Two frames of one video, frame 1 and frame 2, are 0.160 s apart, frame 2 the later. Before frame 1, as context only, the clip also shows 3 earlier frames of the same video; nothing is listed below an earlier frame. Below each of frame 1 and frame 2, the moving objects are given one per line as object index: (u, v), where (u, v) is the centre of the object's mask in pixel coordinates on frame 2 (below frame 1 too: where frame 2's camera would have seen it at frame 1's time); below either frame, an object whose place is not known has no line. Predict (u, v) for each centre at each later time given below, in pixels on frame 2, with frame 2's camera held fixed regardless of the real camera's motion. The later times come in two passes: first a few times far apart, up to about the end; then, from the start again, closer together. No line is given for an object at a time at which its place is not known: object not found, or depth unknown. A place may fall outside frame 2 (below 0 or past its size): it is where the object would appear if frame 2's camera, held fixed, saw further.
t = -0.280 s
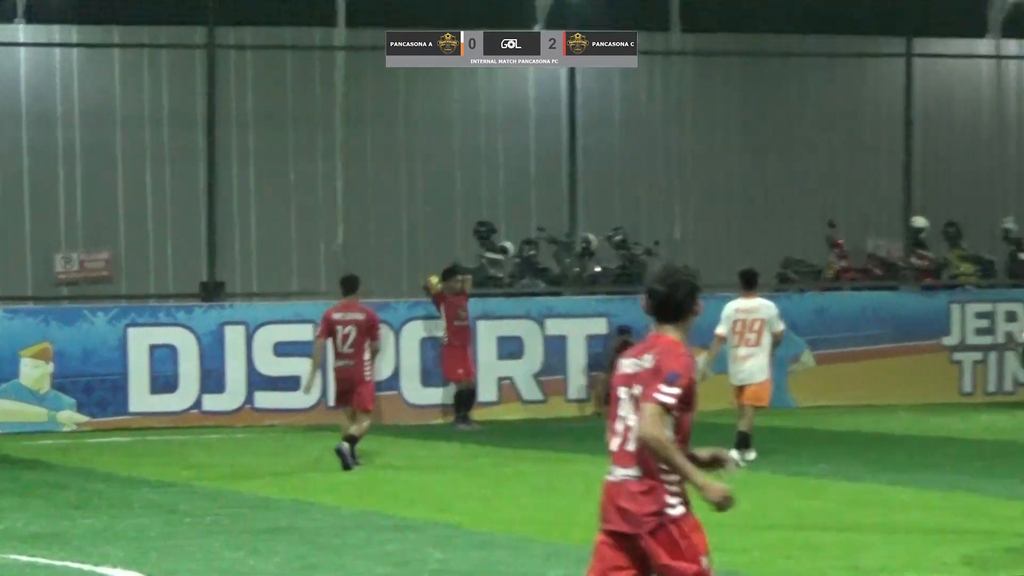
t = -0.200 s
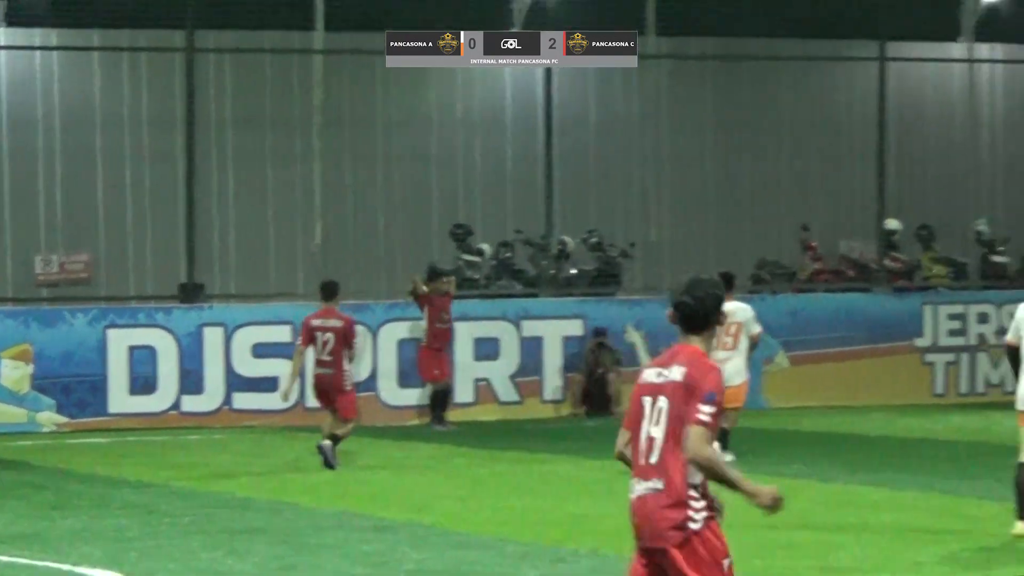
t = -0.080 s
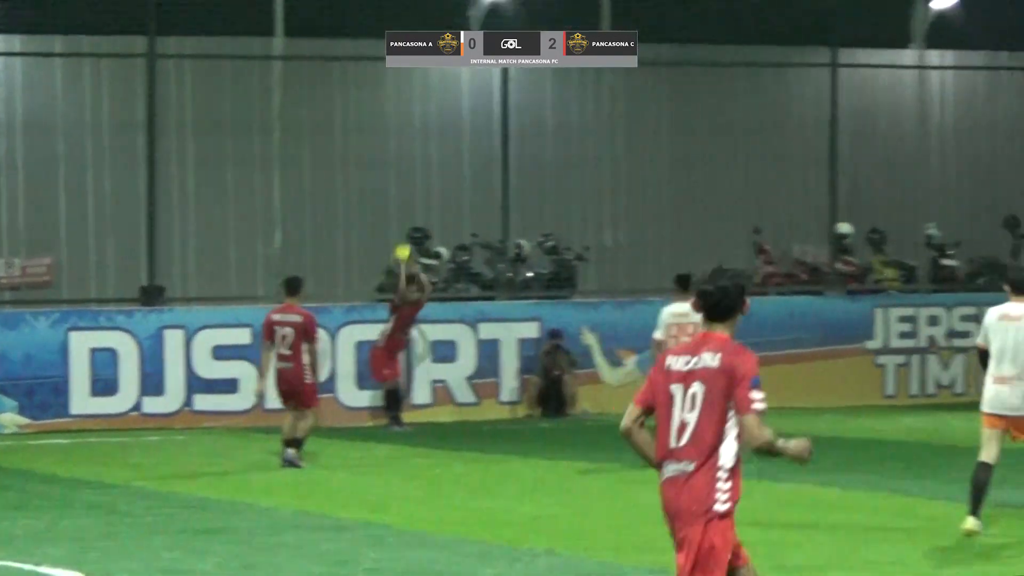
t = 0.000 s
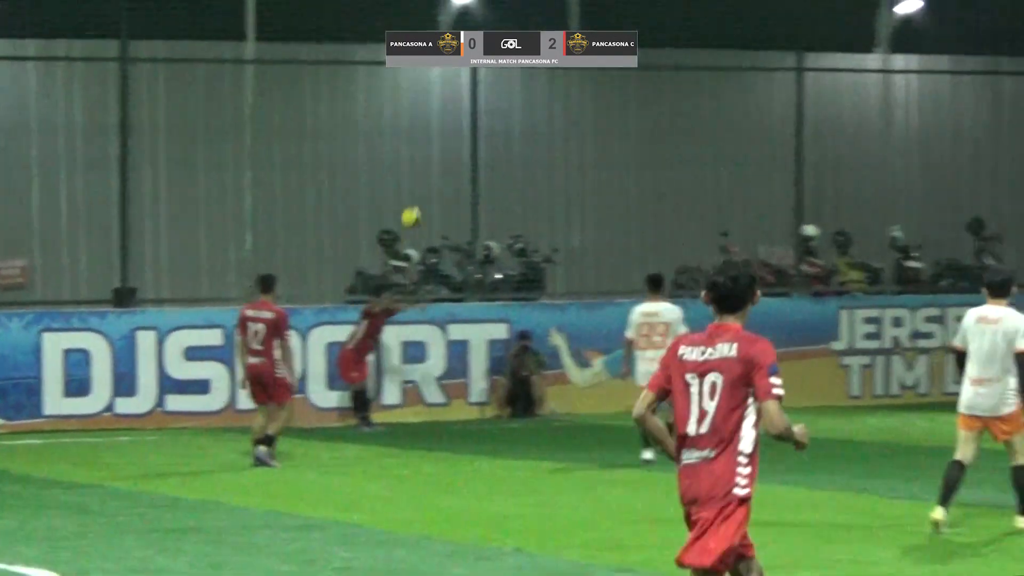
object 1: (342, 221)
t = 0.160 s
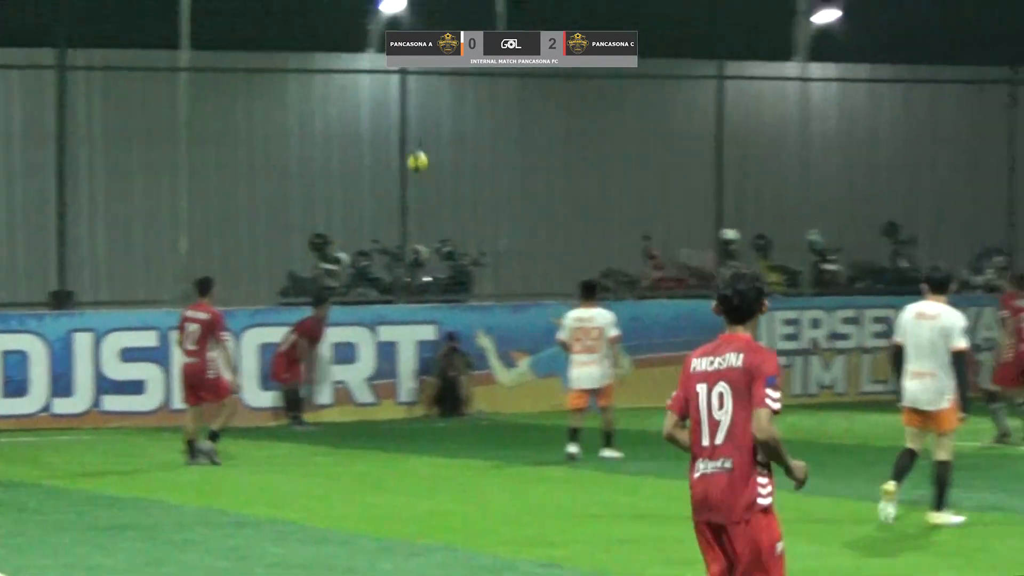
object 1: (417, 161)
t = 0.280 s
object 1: (475, 130)
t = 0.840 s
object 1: (758, 170)
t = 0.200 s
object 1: (437, 150)
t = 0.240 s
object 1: (455, 139)
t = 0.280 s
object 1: (475, 130)
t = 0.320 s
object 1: (494, 123)
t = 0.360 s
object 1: (515, 117)
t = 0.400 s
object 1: (534, 113)
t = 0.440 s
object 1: (554, 110)
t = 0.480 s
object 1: (574, 109)
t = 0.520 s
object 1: (594, 109)
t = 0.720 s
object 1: (695, 134)
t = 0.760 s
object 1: (716, 145)
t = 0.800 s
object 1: (737, 157)
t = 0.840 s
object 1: (758, 170)
